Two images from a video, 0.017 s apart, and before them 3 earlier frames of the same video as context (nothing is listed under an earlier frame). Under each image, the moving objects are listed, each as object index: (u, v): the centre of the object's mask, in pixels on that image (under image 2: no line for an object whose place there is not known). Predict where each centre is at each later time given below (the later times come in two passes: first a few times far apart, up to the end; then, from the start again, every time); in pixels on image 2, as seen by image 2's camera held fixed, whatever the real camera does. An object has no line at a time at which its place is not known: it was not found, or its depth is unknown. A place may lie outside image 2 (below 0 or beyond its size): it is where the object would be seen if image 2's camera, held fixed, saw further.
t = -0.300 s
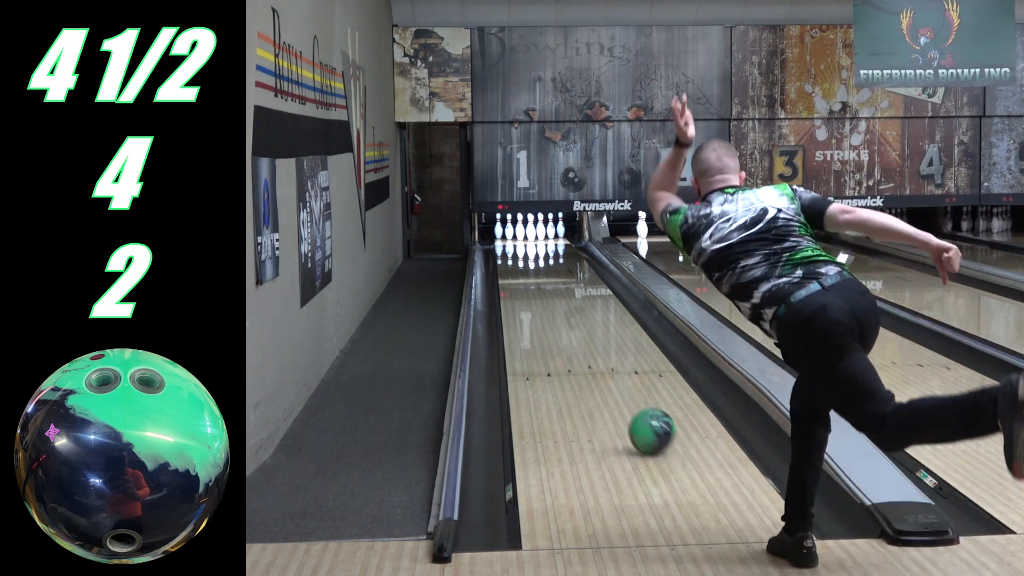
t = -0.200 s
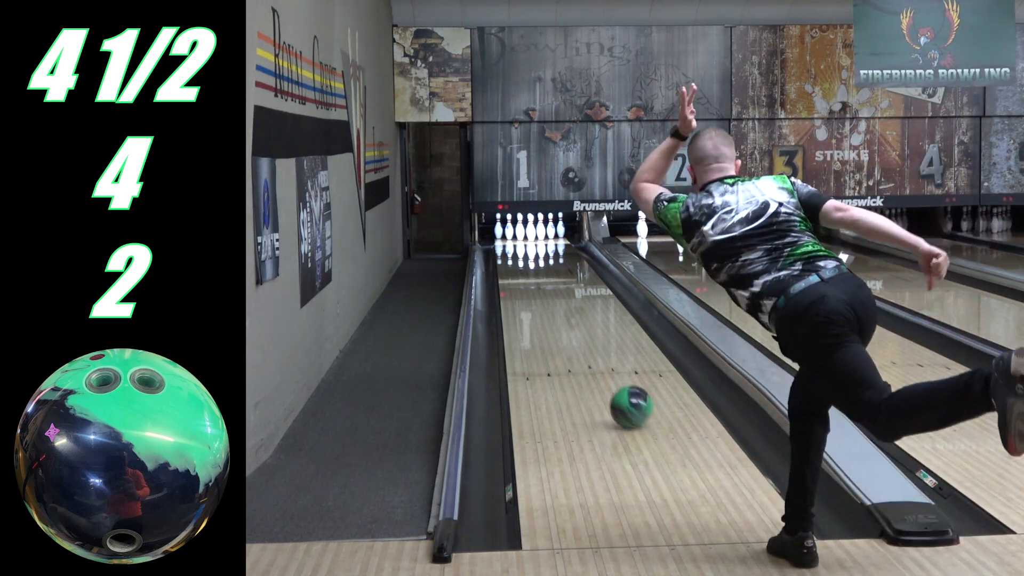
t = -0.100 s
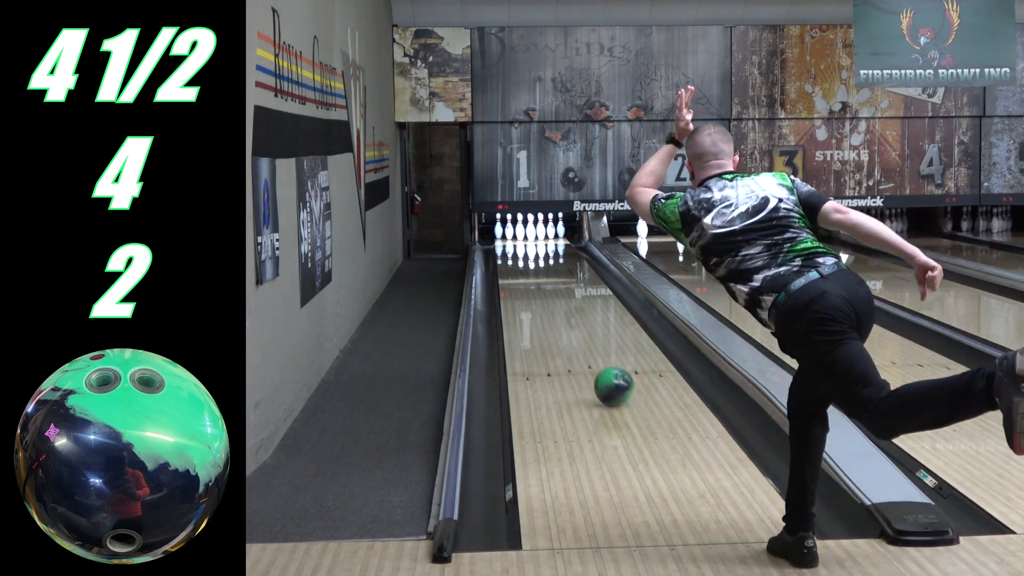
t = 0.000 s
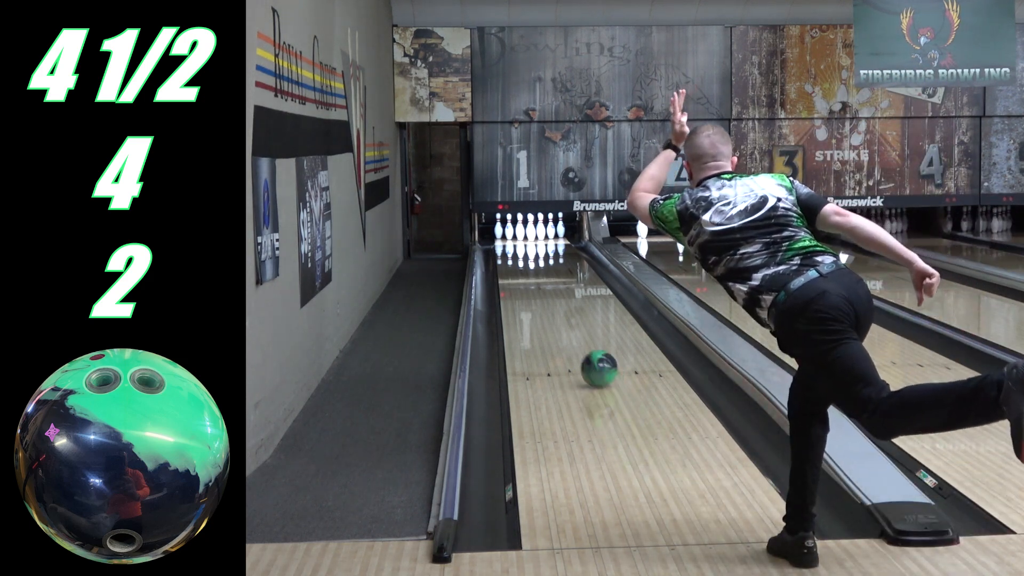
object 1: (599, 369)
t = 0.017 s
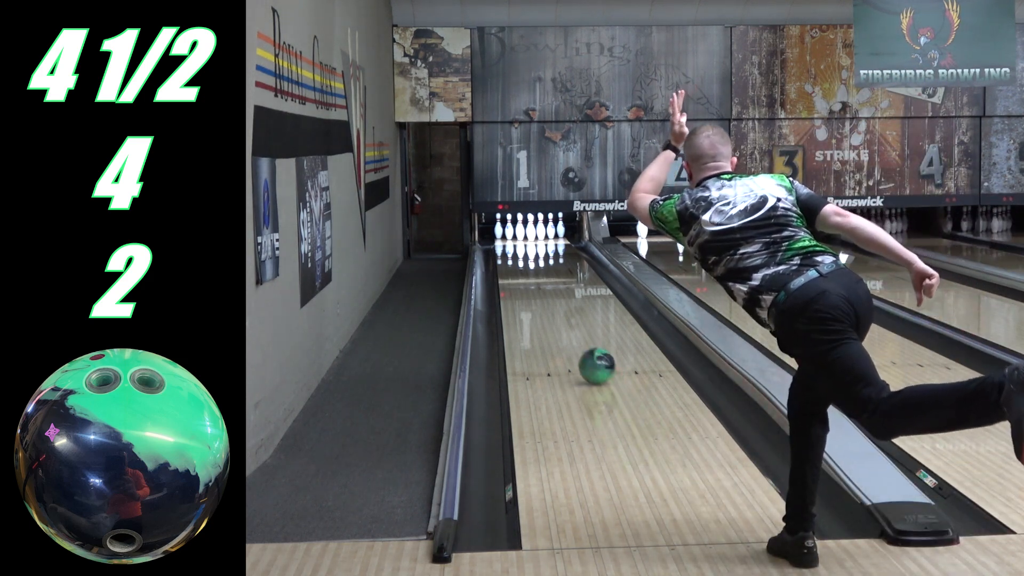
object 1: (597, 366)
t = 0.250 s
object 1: (571, 334)
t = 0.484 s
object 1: (552, 310)
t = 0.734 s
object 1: (537, 291)
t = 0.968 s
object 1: (526, 277)
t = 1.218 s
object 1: (517, 264)
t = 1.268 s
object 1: (516, 262)
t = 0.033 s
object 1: (594, 363)
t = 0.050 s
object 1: (592, 361)
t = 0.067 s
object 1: (590, 358)
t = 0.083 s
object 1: (588, 356)
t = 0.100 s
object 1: (586, 354)
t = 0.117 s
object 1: (584, 351)
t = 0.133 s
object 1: (583, 349)
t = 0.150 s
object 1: (581, 347)
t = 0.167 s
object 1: (579, 345)
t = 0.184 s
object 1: (577, 342)
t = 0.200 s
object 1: (576, 340)
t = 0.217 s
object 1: (574, 338)
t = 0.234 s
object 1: (572, 336)
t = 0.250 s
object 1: (571, 334)
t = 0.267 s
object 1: (569, 332)
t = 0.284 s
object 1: (568, 330)
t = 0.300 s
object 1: (566, 328)
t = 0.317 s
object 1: (565, 327)
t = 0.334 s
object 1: (563, 325)
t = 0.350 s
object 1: (562, 323)
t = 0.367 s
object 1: (560, 322)
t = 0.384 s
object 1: (559, 320)
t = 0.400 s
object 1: (558, 318)
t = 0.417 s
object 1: (556, 316)
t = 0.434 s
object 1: (555, 315)
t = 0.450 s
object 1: (554, 313)
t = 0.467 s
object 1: (553, 312)
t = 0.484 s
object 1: (552, 310)
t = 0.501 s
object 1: (550, 309)
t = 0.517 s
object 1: (549, 307)
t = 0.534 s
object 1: (548, 306)
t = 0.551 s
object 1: (547, 305)
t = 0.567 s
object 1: (546, 303)
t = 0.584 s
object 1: (545, 302)
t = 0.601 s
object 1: (544, 301)
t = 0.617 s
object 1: (543, 299)
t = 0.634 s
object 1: (542, 298)
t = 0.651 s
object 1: (541, 297)
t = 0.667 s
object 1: (540, 295)
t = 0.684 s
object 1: (539, 294)
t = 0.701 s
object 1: (538, 293)
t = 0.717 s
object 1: (538, 292)
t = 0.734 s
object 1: (537, 291)
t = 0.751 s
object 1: (535, 290)
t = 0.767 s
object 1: (535, 289)
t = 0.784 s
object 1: (534, 288)
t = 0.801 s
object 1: (533, 287)
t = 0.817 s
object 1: (532, 285)
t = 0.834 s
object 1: (531, 284)
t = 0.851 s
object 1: (531, 283)
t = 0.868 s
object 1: (530, 282)
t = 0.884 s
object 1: (530, 281)
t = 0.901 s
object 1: (529, 280)
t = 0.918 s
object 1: (528, 280)
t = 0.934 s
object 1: (527, 279)
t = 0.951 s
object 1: (526, 278)
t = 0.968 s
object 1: (526, 277)
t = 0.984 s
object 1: (525, 276)
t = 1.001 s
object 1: (524, 275)
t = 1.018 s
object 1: (524, 274)
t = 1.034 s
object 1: (523, 273)
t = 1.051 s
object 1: (523, 272)
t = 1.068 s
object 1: (522, 271)
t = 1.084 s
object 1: (522, 271)
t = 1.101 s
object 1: (521, 270)
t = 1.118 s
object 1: (520, 269)
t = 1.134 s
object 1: (520, 268)
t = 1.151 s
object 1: (519, 267)
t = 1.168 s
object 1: (519, 267)
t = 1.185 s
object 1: (518, 266)
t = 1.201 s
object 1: (517, 265)
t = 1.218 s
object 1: (517, 264)
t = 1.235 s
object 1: (517, 263)
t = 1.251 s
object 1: (516, 263)
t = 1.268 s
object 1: (516, 262)
